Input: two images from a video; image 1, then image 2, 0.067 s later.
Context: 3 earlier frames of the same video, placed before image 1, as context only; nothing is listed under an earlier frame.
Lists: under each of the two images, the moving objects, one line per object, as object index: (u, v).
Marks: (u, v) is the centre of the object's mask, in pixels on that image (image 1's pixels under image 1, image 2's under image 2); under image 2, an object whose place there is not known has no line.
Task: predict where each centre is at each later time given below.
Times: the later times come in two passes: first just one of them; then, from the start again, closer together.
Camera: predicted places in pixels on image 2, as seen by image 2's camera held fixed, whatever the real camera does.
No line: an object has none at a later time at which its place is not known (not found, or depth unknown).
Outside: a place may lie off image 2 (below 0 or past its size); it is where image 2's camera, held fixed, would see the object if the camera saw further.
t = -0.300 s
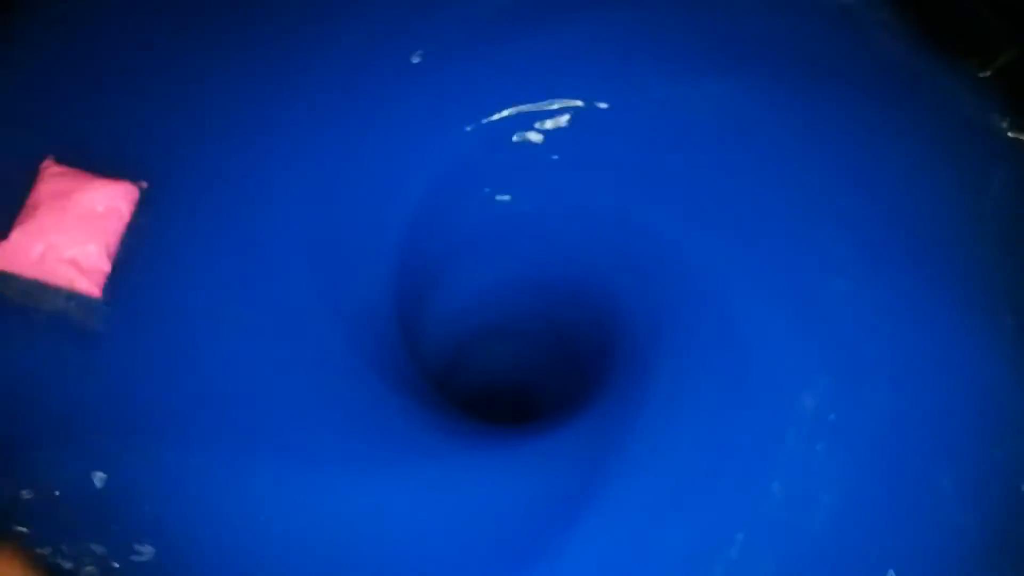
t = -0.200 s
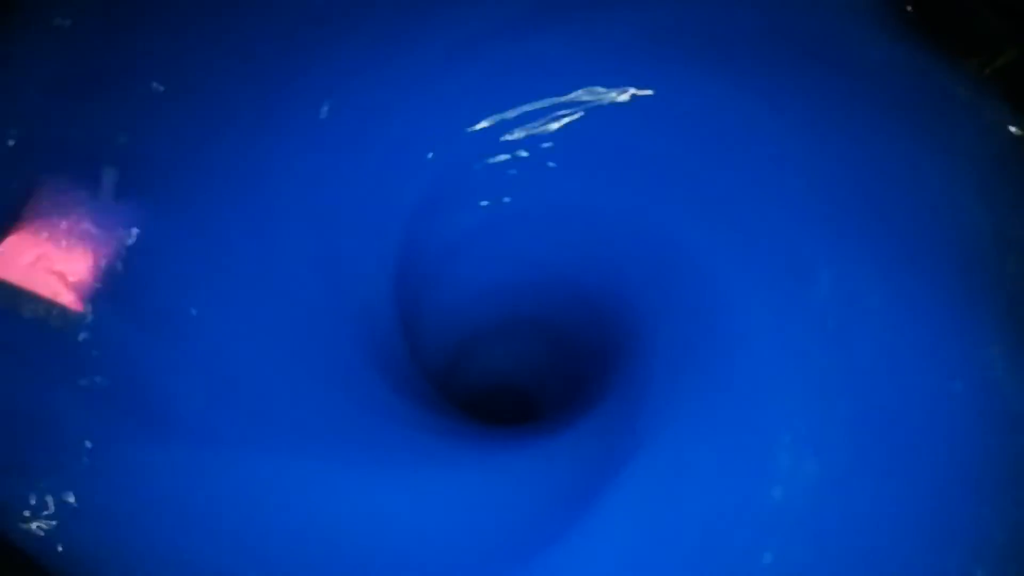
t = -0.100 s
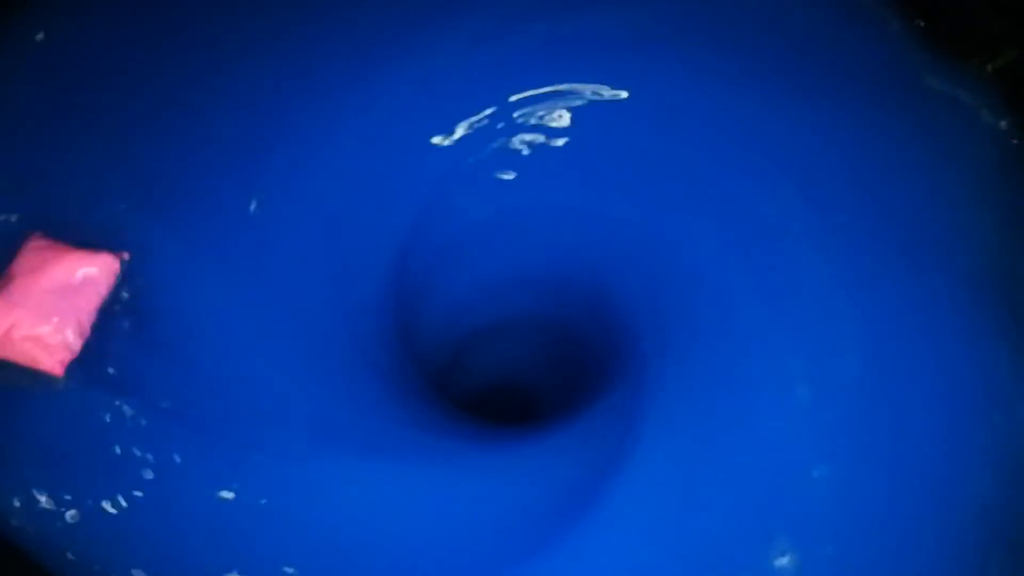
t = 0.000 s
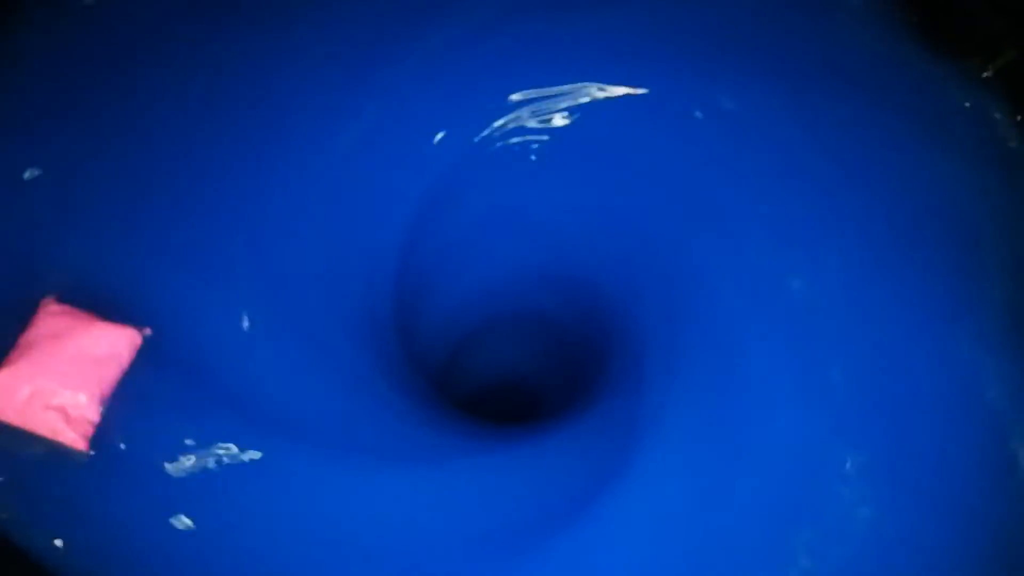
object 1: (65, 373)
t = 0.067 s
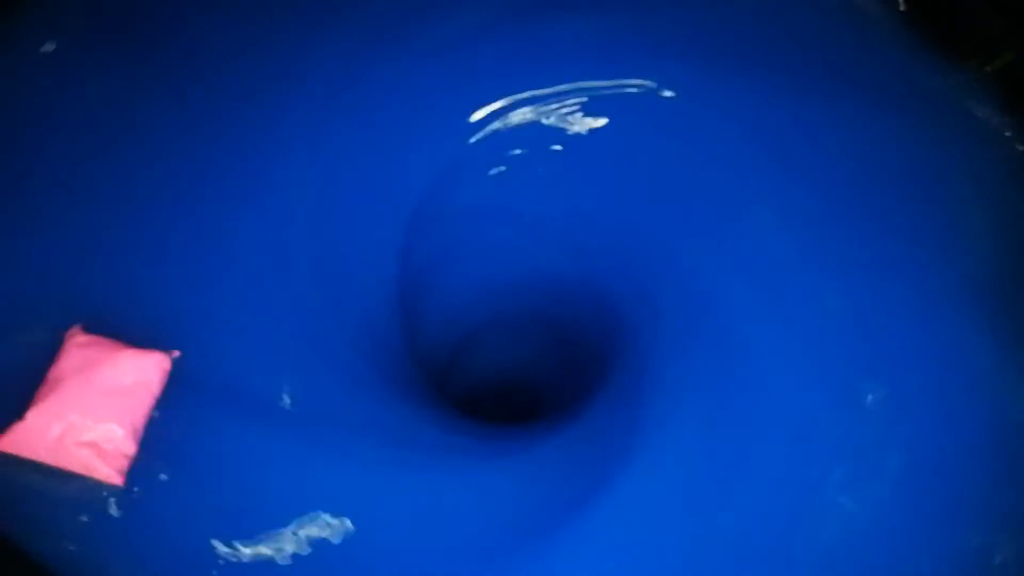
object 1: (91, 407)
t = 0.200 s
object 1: (195, 446)
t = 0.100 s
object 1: (113, 417)
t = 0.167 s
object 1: (164, 436)
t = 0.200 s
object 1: (195, 446)
